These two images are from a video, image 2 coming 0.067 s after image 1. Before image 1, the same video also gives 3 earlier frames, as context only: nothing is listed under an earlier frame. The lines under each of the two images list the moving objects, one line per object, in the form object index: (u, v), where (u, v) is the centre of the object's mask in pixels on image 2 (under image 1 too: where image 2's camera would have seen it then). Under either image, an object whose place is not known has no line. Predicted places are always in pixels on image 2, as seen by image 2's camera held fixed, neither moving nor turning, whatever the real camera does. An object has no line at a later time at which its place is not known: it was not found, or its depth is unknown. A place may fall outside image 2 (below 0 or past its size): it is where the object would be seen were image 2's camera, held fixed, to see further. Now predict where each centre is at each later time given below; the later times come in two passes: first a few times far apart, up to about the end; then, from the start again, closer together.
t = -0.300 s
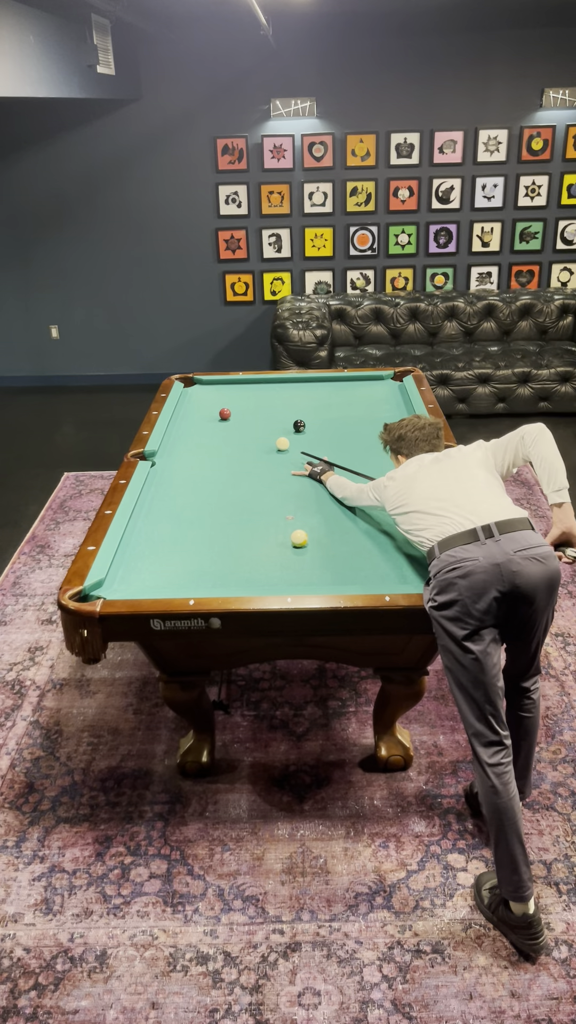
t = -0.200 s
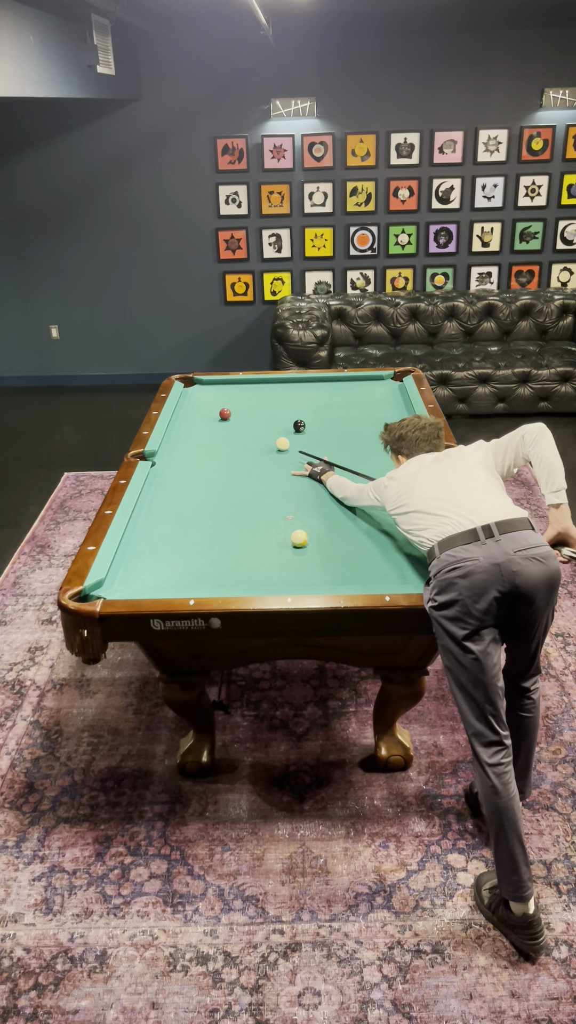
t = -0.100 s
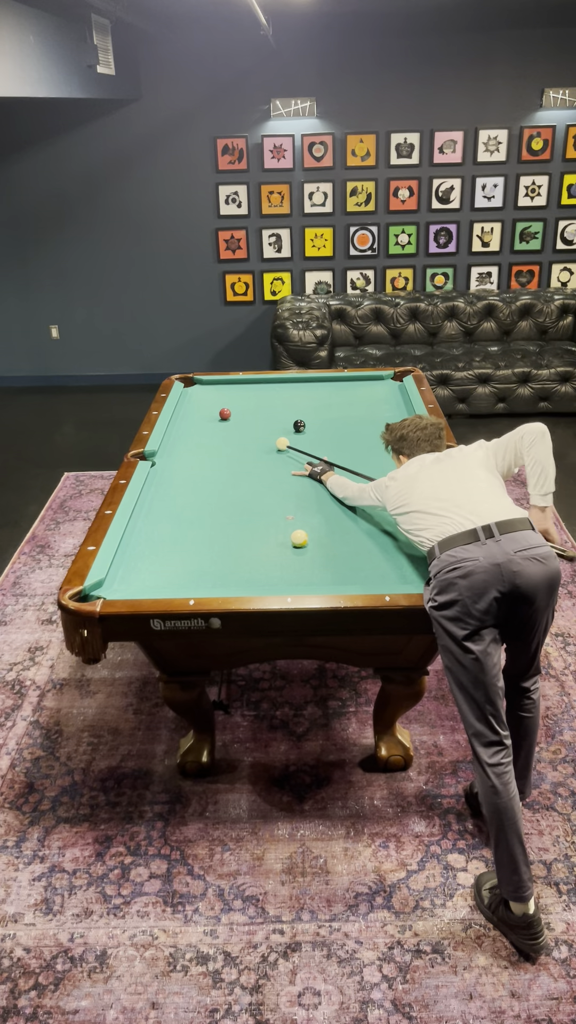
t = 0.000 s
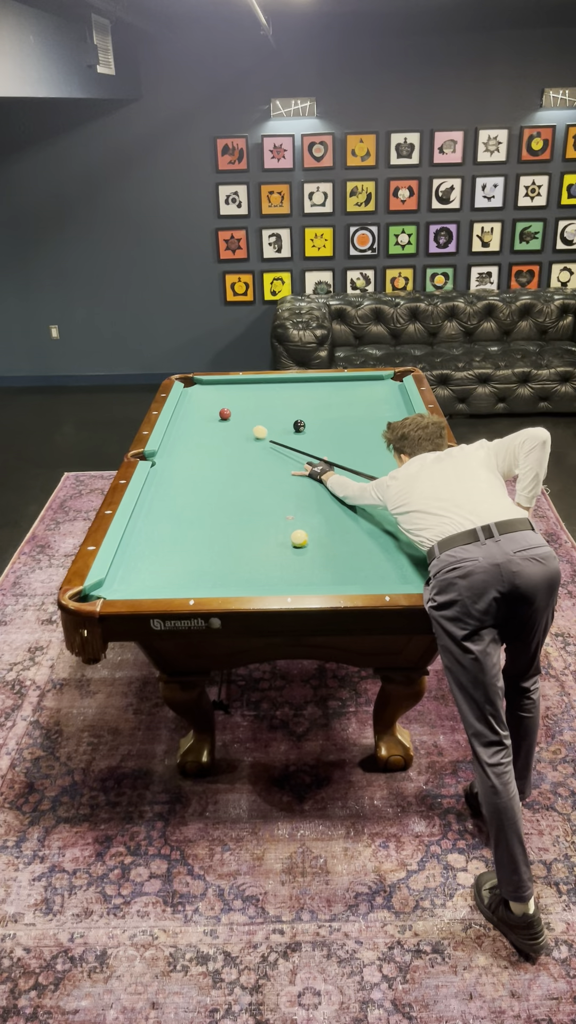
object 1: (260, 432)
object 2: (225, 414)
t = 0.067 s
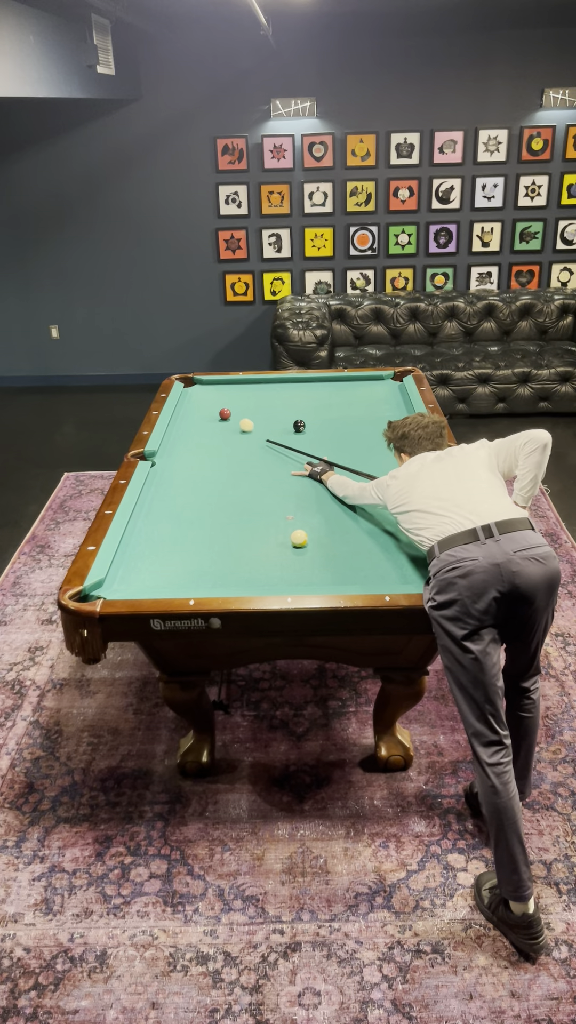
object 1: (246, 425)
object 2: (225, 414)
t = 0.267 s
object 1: (223, 417)
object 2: (214, 405)
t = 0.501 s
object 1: (206, 414)
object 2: (197, 393)
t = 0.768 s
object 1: (188, 410)
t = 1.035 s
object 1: (185, 408)
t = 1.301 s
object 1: (192, 406)
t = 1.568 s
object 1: (199, 405)
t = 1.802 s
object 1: (205, 402)
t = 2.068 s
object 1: (207, 403)
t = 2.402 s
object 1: (210, 402)
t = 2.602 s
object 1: (210, 402)
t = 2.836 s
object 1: (210, 401)
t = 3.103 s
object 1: (210, 401)
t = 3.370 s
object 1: (210, 401)
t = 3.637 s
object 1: (210, 401)
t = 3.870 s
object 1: (210, 401)
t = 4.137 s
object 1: (210, 401)
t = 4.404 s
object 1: (210, 401)
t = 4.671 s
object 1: (210, 401)
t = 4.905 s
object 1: (210, 401)
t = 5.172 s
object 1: (210, 401)
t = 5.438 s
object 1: (210, 401)
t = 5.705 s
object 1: (210, 401)
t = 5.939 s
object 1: (210, 401)
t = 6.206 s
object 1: (210, 401)
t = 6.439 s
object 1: (210, 401)
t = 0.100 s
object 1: (240, 422)
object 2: (225, 414)
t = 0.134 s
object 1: (234, 419)
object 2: (224, 413)
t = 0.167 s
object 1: (229, 417)
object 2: (222, 412)
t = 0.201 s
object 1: (228, 417)
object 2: (220, 410)
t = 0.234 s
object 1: (225, 417)
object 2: (217, 408)
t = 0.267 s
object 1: (223, 417)
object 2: (214, 405)
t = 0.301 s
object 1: (221, 417)
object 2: (211, 403)
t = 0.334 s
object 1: (218, 416)
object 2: (208, 401)
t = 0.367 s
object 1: (216, 416)
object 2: (206, 400)
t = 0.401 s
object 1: (214, 415)
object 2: (204, 398)
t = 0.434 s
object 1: (211, 415)
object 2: (202, 396)
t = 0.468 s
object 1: (209, 414)
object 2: (200, 394)
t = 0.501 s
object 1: (206, 414)
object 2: (197, 393)
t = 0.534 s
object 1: (204, 413)
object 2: (195, 391)
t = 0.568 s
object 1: (202, 413)
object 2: (193, 389)
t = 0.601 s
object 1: (199, 412)
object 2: (191, 388)
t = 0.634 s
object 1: (197, 412)
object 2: (189, 386)
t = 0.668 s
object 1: (195, 411)
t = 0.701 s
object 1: (192, 411)
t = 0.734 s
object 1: (190, 411)
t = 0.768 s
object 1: (188, 410)
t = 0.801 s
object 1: (186, 409)
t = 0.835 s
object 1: (184, 409)
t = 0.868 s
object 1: (182, 409)
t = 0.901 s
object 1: (180, 408)
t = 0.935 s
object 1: (181, 408)
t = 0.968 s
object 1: (183, 408)
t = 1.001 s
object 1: (184, 408)
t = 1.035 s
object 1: (185, 408)
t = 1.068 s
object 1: (186, 407)
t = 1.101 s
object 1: (187, 407)
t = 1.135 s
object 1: (188, 407)
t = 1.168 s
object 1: (189, 407)
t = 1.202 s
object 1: (190, 407)
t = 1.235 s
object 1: (191, 406)
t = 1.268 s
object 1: (192, 406)
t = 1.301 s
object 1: (192, 406)
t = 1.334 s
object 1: (193, 406)
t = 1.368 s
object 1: (194, 406)
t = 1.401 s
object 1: (195, 406)
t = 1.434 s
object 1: (196, 406)
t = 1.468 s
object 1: (197, 405)
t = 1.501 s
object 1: (197, 405)
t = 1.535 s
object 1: (198, 405)
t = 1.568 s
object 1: (199, 405)
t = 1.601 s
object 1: (200, 405)
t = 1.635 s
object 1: (200, 405)
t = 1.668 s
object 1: (201, 405)
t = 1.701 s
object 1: (202, 404)
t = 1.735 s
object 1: (202, 404)
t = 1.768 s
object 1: (201, 406)
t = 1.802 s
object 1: (205, 402)
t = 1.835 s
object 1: (205, 403)
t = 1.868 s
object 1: (205, 404)
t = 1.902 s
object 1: (205, 404)
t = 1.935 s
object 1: (205, 403)
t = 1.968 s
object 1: (206, 403)
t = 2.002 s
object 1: (206, 403)
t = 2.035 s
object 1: (207, 403)
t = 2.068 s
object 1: (207, 403)
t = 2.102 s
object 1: (208, 403)
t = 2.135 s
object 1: (208, 403)
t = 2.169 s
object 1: (208, 403)
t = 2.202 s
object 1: (209, 403)
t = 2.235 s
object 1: (209, 403)
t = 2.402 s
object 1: (210, 402)
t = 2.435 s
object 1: (210, 402)
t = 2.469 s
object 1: (210, 402)
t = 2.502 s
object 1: (210, 402)
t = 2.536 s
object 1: (210, 402)
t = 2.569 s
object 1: (210, 402)
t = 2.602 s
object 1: (210, 402)
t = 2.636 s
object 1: (210, 402)
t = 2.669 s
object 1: (210, 402)
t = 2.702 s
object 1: (210, 402)
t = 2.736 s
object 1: (210, 402)
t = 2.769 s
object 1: (210, 401)
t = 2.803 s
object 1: (210, 401)
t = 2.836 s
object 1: (210, 401)
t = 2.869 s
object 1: (210, 401)
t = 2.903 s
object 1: (210, 401)
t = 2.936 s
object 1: (210, 401)
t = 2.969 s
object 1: (210, 401)
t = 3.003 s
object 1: (210, 401)
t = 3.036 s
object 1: (210, 401)
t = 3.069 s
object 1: (210, 401)
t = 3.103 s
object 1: (210, 401)
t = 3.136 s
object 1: (210, 401)
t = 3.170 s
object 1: (210, 401)
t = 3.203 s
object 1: (210, 401)
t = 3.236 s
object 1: (210, 401)
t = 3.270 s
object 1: (210, 401)
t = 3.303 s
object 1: (210, 401)
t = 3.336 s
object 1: (210, 401)
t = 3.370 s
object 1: (210, 401)
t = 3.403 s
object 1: (210, 401)
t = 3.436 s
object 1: (210, 401)
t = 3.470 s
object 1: (210, 401)
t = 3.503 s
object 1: (210, 401)
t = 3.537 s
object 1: (210, 401)
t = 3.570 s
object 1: (210, 401)
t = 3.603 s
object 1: (210, 401)
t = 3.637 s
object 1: (210, 401)
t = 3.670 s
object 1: (210, 401)
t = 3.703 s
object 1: (210, 401)
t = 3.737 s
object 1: (210, 401)
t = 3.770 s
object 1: (210, 401)
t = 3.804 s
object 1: (210, 401)
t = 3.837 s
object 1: (210, 401)
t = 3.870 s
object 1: (210, 401)
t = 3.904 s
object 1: (210, 401)
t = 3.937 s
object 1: (210, 401)
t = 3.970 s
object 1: (210, 401)
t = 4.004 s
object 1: (210, 401)
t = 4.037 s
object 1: (210, 401)
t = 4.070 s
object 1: (210, 401)
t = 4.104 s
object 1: (210, 401)
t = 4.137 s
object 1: (210, 401)
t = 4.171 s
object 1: (210, 401)
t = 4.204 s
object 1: (210, 401)
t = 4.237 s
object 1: (210, 401)
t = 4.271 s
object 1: (210, 401)
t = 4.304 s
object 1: (210, 401)
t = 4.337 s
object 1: (210, 401)
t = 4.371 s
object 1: (210, 401)
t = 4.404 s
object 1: (210, 401)
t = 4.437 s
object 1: (210, 401)
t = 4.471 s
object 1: (210, 401)
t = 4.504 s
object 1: (210, 401)
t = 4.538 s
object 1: (210, 401)
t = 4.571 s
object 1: (210, 401)
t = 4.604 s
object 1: (210, 401)
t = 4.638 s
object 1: (210, 401)
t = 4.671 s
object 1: (210, 401)
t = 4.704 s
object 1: (210, 401)
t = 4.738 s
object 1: (210, 401)
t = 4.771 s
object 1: (210, 401)
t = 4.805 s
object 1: (210, 401)
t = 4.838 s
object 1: (210, 401)
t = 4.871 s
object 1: (210, 401)
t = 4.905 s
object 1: (210, 401)
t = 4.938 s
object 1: (210, 401)
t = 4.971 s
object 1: (210, 401)
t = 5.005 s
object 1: (210, 401)
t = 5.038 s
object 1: (210, 401)
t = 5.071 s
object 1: (210, 401)
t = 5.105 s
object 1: (210, 401)
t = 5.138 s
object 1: (210, 401)
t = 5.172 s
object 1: (210, 401)
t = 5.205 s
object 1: (210, 401)
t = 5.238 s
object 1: (210, 401)
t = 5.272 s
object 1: (210, 401)
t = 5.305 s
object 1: (210, 401)
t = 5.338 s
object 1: (210, 401)
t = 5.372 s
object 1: (210, 401)
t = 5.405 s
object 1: (210, 401)
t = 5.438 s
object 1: (210, 401)
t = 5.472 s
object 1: (210, 401)
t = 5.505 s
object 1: (210, 401)
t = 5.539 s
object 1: (210, 401)
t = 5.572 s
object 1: (210, 401)
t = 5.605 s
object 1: (210, 401)
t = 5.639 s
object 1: (210, 401)
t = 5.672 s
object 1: (210, 401)
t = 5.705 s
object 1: (210, 401)
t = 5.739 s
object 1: (210, 401)
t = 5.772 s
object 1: (210, 401)
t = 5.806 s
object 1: (210, 401)
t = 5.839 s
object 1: (210, 401)
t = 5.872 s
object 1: (210, 401)
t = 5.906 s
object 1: (210, 401)
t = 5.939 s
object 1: (210, 401)
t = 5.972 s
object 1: (210, 401)
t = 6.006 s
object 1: (210, 401)
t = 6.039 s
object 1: (210, 401)
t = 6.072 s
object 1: (210, 401)
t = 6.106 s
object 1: (210, 401)
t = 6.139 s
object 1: (210, 401)
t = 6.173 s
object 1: (210, 401)
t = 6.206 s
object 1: (210, 401)
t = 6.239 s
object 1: (210, 401)
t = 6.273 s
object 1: (210, 401)
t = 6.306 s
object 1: (210, 401)
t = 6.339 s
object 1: (210, 401)
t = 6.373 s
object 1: (210, 401)
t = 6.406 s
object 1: (210, 401)
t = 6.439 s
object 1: (210, 401)
